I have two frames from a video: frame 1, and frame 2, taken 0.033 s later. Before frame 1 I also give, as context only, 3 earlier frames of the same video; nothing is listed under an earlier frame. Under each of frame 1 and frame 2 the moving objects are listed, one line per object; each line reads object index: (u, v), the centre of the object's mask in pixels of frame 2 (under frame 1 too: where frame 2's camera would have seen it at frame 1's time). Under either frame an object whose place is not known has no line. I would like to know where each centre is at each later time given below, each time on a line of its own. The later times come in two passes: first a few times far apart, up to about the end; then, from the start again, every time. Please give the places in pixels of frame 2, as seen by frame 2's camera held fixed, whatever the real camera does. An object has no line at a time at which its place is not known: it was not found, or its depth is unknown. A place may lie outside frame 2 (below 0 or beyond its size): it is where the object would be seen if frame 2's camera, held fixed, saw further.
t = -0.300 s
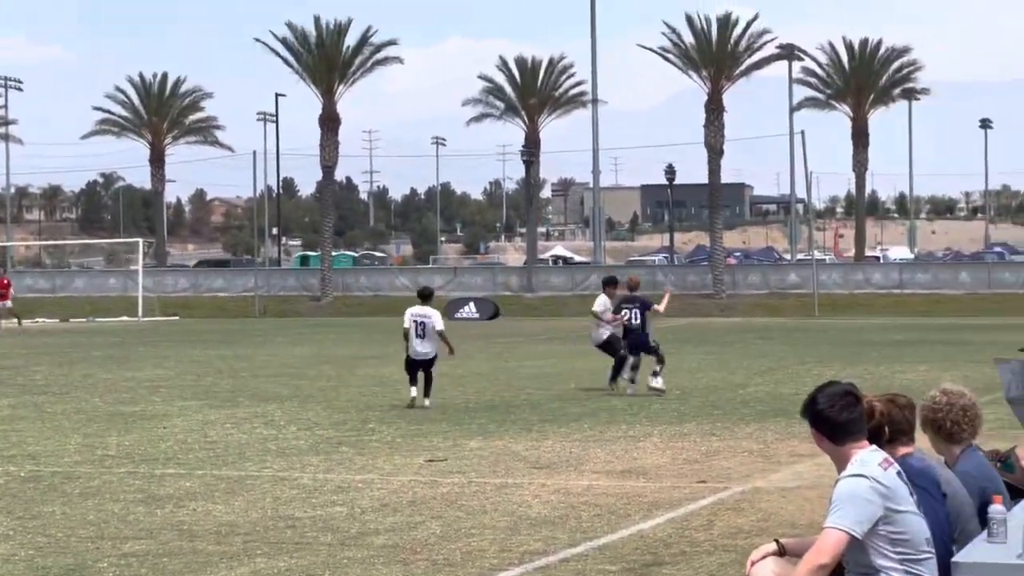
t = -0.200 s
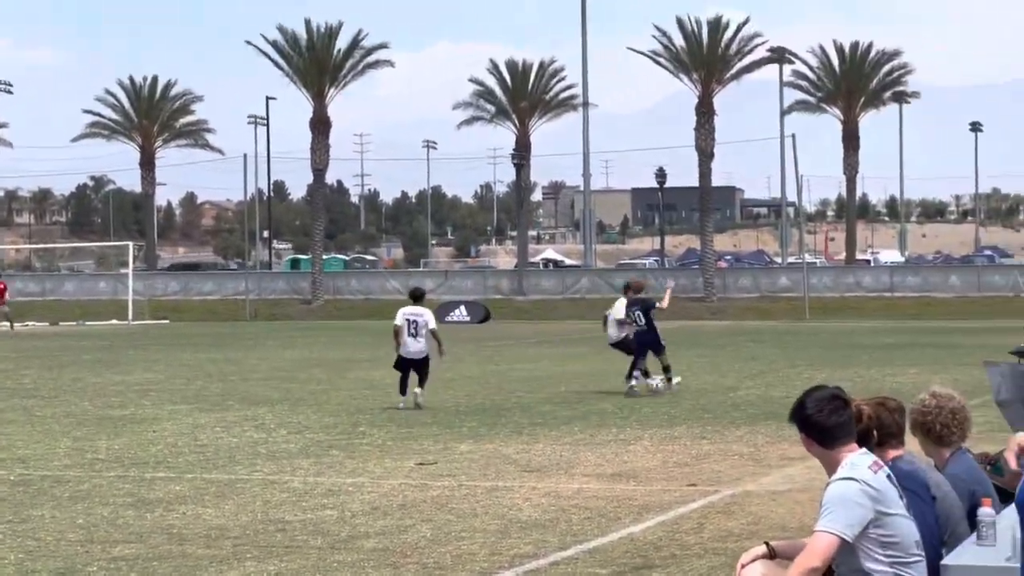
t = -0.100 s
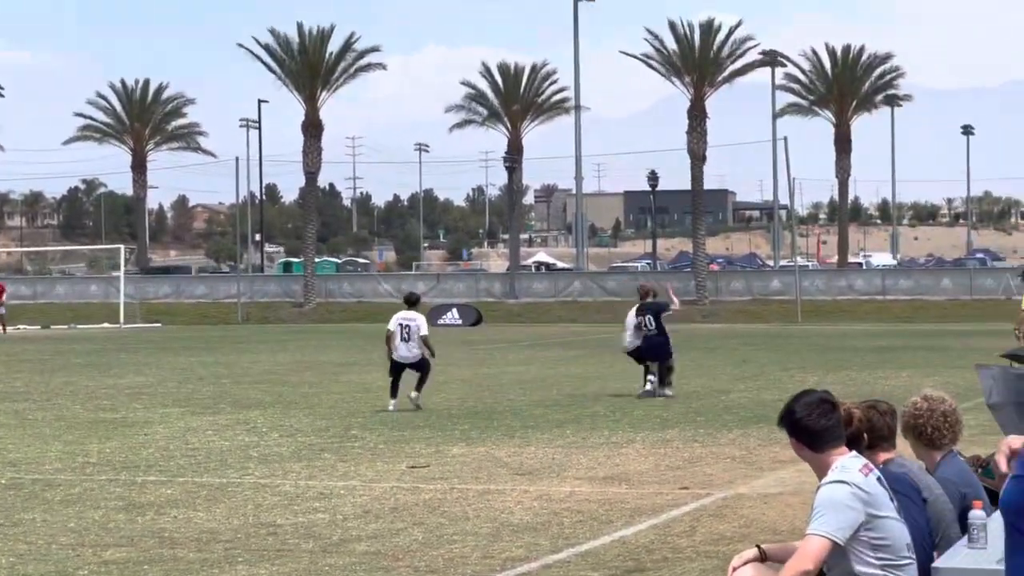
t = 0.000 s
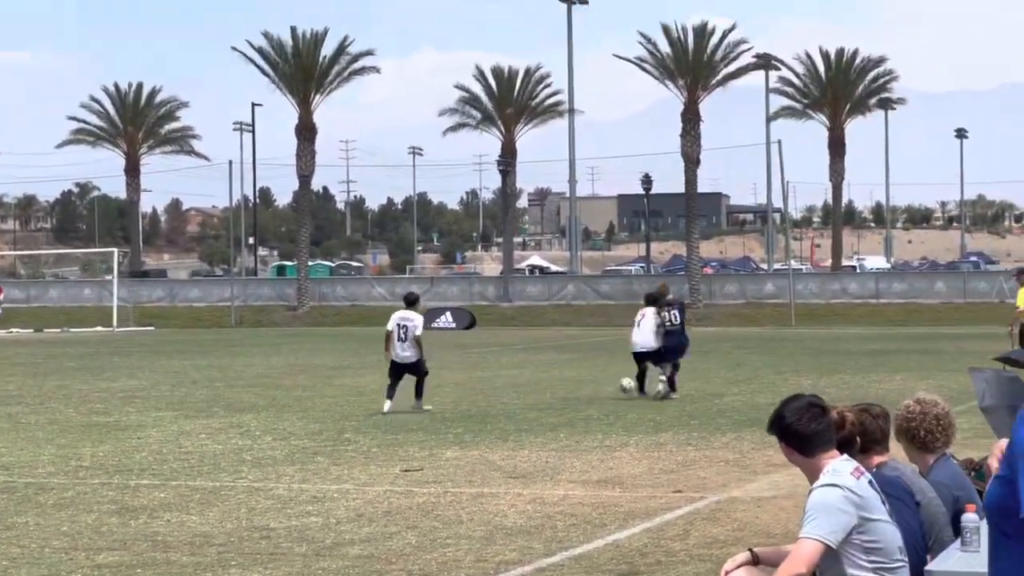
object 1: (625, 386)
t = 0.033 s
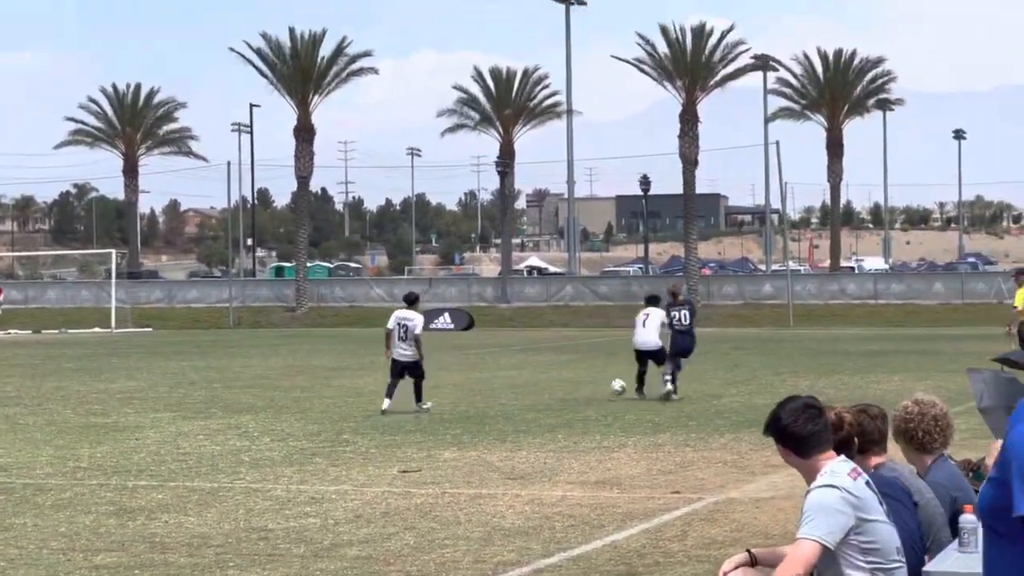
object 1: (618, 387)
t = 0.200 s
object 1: (589, 392)
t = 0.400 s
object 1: (571, 393)
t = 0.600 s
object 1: (559, 394)
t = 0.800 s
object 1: (549, 394)
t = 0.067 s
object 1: (612, 388)
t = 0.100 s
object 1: (603, 390)
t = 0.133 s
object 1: (598, 392)
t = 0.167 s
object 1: (593, 392)
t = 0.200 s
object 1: (589, 392)
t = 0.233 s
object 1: (586, 391)
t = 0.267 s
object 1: (582, 391)
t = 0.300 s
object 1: (579, 393)
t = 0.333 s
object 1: (576, 393)
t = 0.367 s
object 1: (573, 394)
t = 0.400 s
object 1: (571, 393)
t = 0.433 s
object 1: (569, 394)
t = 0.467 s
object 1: (567, 394)
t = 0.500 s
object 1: (564, 394)
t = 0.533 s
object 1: (562, 394)
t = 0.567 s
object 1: (561, 394)
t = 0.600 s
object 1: (559, 394)
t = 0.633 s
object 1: (557, 394)
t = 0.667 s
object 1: (555, 394)
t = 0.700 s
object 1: (554, 394)
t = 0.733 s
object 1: (552, 394)
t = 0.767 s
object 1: (550, 394)
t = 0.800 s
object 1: (549, 394)
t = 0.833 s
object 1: (548, 394)
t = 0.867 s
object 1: (546, 394)
